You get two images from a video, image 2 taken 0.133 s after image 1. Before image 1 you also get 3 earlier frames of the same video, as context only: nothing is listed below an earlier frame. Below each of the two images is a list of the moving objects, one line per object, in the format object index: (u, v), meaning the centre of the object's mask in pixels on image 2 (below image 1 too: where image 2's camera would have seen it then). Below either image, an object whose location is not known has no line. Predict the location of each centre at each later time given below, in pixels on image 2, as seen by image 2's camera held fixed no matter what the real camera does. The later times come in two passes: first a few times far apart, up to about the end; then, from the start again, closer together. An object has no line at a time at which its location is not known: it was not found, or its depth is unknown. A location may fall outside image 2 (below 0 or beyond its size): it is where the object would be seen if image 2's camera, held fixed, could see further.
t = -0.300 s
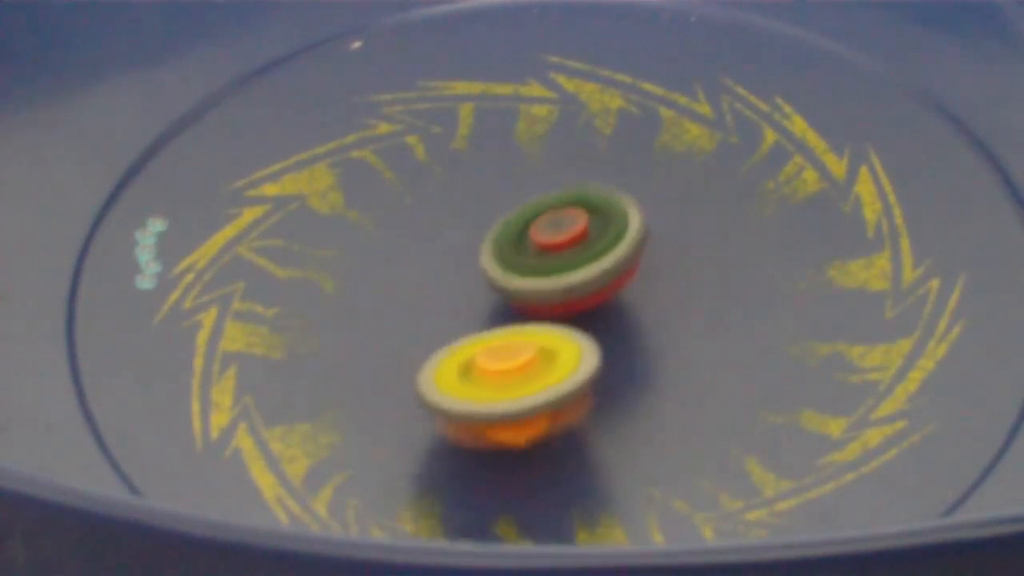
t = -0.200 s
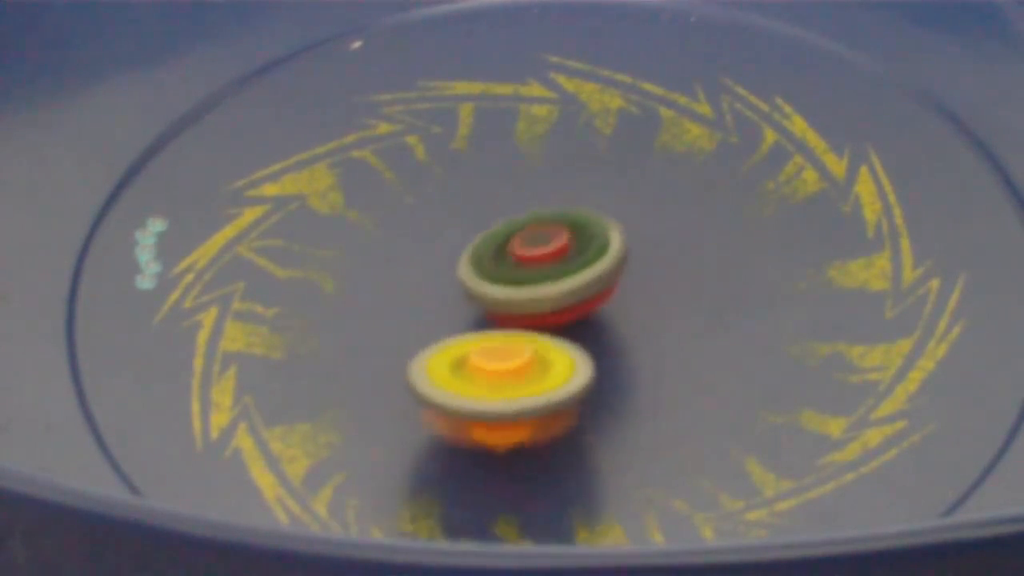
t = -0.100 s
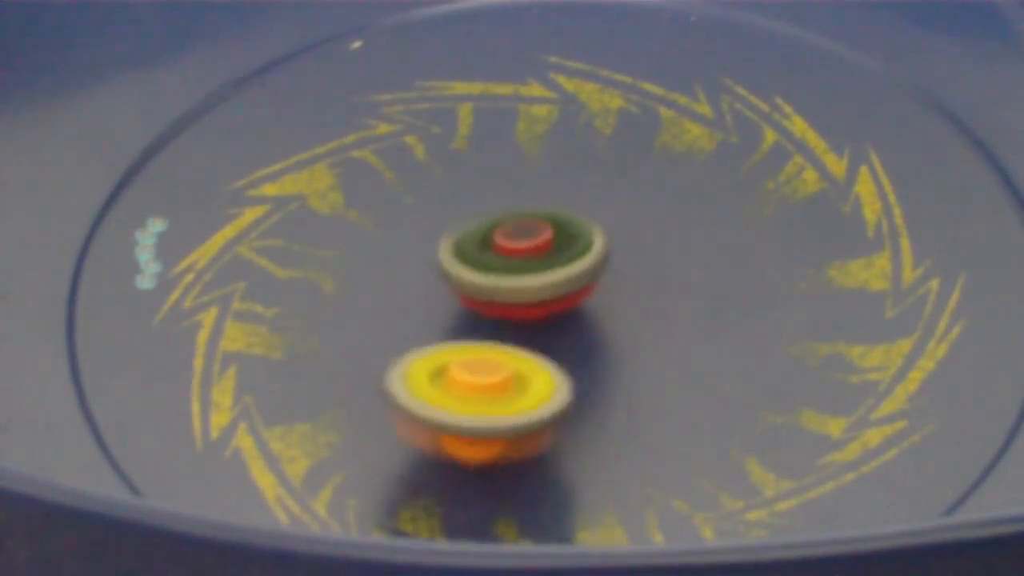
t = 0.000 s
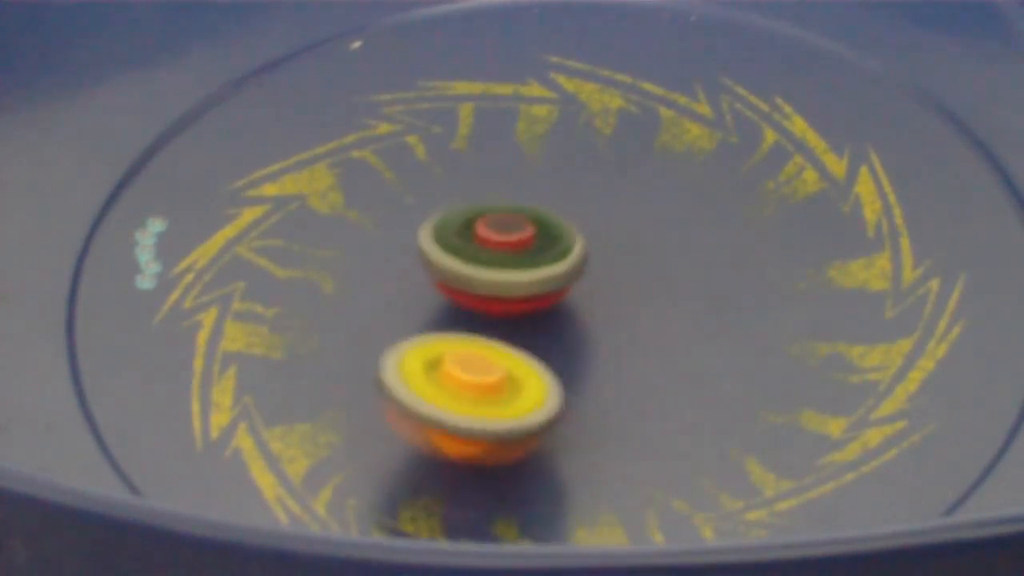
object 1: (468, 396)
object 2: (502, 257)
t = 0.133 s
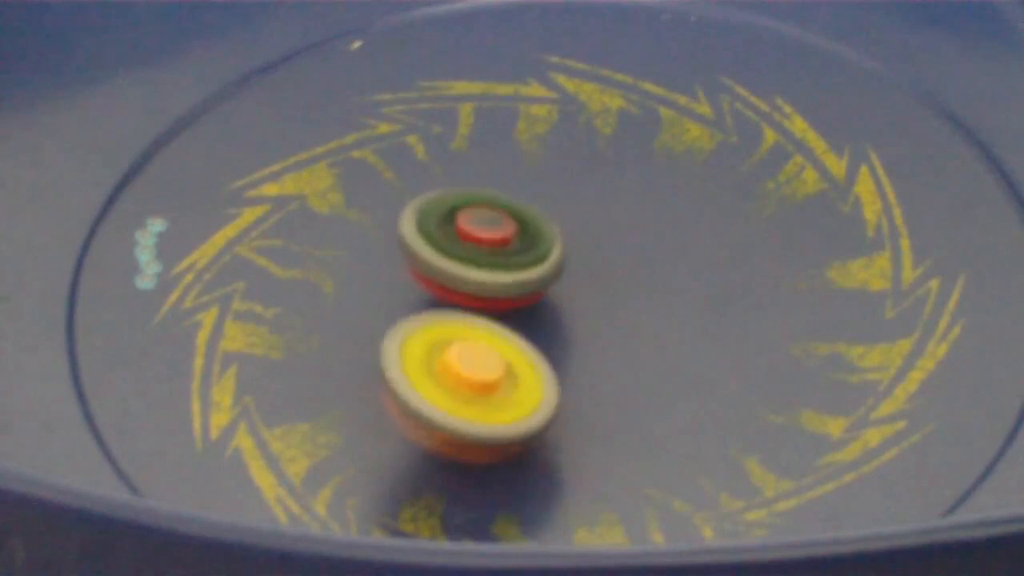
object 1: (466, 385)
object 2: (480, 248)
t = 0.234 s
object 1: (473, 374)
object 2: (476, 239)
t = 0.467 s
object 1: (504, 356)
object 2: (479, 220)
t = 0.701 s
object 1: (537, 358)
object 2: (499, 229)
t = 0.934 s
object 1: (550, 381)
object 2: (510, 260)
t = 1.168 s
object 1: (527, 410)
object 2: (484, 261)
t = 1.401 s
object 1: (506, 398)
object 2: (471, 255)
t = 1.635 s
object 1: (517, 371)
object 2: (470, 241)
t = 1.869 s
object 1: (550, 356)
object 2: (477, 244)
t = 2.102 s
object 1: (566, 368)
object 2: (487, 265)
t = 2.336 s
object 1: (567, 388)
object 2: (474, 276)
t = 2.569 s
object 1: (547, 391)
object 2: (466, 269)
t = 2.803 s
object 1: (544, 375)
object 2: (484, 238)
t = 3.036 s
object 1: (558, 372)
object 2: (534, 206)
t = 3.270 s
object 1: (562, 368)
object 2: (566, 210)
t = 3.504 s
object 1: (568, 376)
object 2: (519, 240)
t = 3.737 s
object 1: (561, 373)
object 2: (462, 232)
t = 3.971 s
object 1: (561, 361)
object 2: (458, 213)
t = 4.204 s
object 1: (571, 348)
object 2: (477, 217)
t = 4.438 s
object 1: (584, 356)
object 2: (484, 256)
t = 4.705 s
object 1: (578, 359)
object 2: (475, 257)
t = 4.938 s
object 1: (571, 350)
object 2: (477, 243)
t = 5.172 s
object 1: (566, 348)
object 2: (499, 239)
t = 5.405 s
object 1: (496, 402)
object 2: (573, 249)
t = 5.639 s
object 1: (504, 399)
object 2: (526, 287)
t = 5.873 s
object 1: (463, 372)
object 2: (529, 258)
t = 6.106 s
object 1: (482, 349)
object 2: (616, 213)
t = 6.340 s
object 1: (533, 319)
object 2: (665, 234)
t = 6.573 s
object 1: (340, 339)
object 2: (794, 245)
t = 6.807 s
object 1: (343, 314)
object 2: (652, 289)
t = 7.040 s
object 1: (366, 300)
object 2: (507, 346)
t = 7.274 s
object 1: (363, 295)
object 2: (483, 374)
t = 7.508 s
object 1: (361, 293)
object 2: (482, 374)
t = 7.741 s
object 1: (361, 293)
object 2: (482, 374)
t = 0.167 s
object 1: (468, 382)
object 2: (478, 245)
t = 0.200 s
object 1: (469, 378)
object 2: (476, 242)
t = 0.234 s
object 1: (473, 374)
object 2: (476, 239)
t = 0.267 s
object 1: (476, 371)
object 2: (475, 235)
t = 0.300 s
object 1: (481, 367)
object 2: (475, 231)
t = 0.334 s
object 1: (485, 364)
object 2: (475, 228)
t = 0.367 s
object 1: (489, 361)
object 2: (476, 226)
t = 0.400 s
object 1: (494, 359)
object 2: (477, 223)
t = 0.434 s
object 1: (499, 358)
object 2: (478, 222)
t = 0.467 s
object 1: (504, 356)
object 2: (479, 220)
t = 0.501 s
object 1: (509, 355)
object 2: (480, 220)
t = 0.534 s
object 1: (514, 355)
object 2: (483, 220)
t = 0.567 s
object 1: (519, 355)
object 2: (486, 221)
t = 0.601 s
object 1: (524, 355)
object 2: (489, 222)
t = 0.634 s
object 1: (529, 356)
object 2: (492, 224)
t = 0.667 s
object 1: (533, 357)
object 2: (495, 226)
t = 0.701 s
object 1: (537, 358)
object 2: (499, 229)
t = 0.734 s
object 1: (540, 360)
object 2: (501, 232)
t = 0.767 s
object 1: (544, 365)
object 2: (504, 235)
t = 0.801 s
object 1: (547, 368)
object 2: (507, 239)
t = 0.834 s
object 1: (549, 372)
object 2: (509, 245)
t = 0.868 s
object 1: (550, 375)
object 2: (510, 249)
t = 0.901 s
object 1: (551, 378)
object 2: (510, 254)
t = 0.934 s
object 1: (550, 381)
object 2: (510, 260)
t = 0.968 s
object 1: (549, 384)
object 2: (509, 265)
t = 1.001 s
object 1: (547, 386)
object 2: (506, 270)
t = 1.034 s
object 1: (544, 390)
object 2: (503, 274)
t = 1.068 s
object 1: (539, 401)
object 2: (499, 269)
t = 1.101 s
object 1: (534, 408)
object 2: (493, 263)
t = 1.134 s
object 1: (530, 409)
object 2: (488, 261)
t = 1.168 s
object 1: (527, 410)
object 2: (484, 261)
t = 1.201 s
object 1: (523, 410)
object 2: (481, 261)
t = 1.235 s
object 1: (520, 410)
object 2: (478, 261)
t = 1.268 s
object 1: (516, 409)
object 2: (476, 260)
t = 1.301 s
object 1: (513, 407)
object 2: (474, 260)
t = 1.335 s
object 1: (510, 404)
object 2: (473, 259)
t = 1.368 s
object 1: (507, 402)
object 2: (472, 257)
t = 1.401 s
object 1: (506, 398)
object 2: (471, 255)
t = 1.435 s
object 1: (505, 395)
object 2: (471, 254)
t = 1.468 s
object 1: (505, 391)
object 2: (471, 252)
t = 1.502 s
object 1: (506, 388)
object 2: (471, 250)
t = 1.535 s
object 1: (507, 385)
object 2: (471, 248)
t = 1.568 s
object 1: (510, 380)
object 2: (471, 245)
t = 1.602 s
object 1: (513, 376)
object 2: (470, 243)
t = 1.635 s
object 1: (517, 371)
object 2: (470, 241)
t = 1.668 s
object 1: (522, 366)
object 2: (470, 240)
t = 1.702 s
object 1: (527, 364)
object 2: (469, 240)
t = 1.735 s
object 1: (532, 360)
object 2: (469, 240)
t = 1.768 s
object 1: (537, 357)
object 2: (471, 240)
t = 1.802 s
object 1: (542, 358)
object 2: (472, 241)
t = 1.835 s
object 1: (546, 357)
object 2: (476, 242)
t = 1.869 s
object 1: (550, 356)
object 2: (477, 244)
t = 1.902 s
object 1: (556, 356)
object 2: (478, 247)
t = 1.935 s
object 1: (561, 356)
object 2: (481, 250)
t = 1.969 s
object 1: (564, 360)
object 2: (482, 253)
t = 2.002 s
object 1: (567, 366)
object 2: (485, 256)
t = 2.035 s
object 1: (566, 367)
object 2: (486, 259)
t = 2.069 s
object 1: (565, 368)
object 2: (486, 261)
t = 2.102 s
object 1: (566, 368)
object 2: (487, 265)
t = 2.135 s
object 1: (569, 374)
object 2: (486, 268)
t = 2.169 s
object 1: (571, 376)
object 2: (485, 271)
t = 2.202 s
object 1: (571, 379)
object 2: (483, 273)
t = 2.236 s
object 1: (572, 381)
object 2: (481, 275)
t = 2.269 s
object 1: (571, 384)
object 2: (478, 275)
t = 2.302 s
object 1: (569, 386)
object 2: (476, 276)
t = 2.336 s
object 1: (567, 388)
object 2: (474, 276)
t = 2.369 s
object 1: (564, 389)
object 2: (473, 276)
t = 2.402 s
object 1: (562, 390)
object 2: (471, 276)
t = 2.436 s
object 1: (558, 391)
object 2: (470, 276)
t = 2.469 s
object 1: (554, 390)
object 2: (469, 275)
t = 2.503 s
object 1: (551, 389)
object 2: (468, 274)
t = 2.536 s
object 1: (549, 388)
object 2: (468, 272)
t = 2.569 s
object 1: (547, 391)
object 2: (466, 269)
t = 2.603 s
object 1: (547, 394)
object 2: (466, 263)
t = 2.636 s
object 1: (546, 394)
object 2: (466, 258)
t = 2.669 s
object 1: (544, 391)
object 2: (469, 253)
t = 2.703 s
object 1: (543, 388)
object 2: (471, 249)
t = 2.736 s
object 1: (543, 385)
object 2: (475, 245)
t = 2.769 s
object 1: (544, 381)
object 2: (479, 241)
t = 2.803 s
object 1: (544, 375)
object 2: (484, 238)
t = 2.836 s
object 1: (546, 370)
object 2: (489, 234)
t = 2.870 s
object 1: (550, 360)
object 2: (495, 232)
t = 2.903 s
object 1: (552, 356)
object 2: (503, 229)
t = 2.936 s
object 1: (555, 350)
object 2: (509, 228)
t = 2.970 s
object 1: (559, 358)
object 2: (518, 223)
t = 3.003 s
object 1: (560, 366)
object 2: (526, 214)
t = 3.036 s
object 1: (558, 372)
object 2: (534, 206)
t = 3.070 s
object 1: (555, 374)
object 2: (542, 201)
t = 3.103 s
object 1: (554, 371)
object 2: (550, 196)
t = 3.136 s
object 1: (555, 369)
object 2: (558, 197)
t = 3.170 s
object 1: (557, 368)
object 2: (566, 201)
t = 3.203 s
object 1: (559, 368)
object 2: (569, 203)
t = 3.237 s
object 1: (560, 367)
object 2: (568, 206)
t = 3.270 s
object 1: (562, 368)
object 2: (566, 210)
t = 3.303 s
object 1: (563, 366)
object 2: (565, 215)
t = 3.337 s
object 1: (565, 371)
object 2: (560, 219)
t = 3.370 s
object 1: (567, 372)
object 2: (555, 225)
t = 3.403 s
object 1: (567, 373)
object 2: (546, 230)
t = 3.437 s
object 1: (569, 374)
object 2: (539, 234)
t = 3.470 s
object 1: (569, 375)
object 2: (529, 237)
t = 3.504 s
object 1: (568, 376)
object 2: (519, 240)
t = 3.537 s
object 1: (568, 376)
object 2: (510, 242)
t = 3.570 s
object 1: (567, 376)
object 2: (500, 242)
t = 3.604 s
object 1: (566, 377)
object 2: (490, 242)
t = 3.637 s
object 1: (565, 376)
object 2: (481, 241)
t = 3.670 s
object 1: (563, 375)
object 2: (474, 238)
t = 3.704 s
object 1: (562, 375)
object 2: (467, 235)
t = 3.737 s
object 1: (561, 373)
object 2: (462, 232)
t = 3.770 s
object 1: (560, 372)
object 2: (459, 229)
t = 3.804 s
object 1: (560, 371)
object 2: (456, 225)
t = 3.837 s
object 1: (559, 369)
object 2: (456, 222)
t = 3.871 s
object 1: (560, 367)
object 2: (456, 219)
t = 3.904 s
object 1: (560, 365)
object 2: (456, 216)
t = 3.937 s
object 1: (560, 363)
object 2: (457, 215)
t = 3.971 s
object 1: (561, 361)
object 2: (458, 213)
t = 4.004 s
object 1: (562, 358)
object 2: (459, 213)
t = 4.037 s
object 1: (564, 356)
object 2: (461, 212)
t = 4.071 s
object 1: (565, 354)
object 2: (463, 212)
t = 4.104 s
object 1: (566, 352)
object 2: (466, 212)
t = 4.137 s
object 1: (568, 351)
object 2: (469, 213)
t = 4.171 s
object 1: (569, 349)
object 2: (473, 214)
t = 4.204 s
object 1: (571, 348)
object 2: (477, 217)
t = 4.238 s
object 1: (573, 348)
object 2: (480, 221)
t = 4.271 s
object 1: (574, 347)
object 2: (484, 225)
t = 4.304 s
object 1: (575, 347)
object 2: (487, 232)
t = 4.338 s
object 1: (577, 347)
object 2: (488, 238)
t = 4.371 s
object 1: (578, 349)
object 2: (489, 245)
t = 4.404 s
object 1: (581, 351)
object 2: (488, 252)
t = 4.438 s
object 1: (584, 356)
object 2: (484, 256)
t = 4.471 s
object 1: (584, 359)
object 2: (482, 257)
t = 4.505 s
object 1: (582, 359)
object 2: (480, 258)
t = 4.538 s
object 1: (582, 359)
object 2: (479, 258)
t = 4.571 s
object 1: (583, 360)
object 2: (477, 259)
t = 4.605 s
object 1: (581, 360)
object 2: (476, 259)
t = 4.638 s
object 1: (580, 360)
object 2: (476, 258)
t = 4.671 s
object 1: (579, 360)
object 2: (476, 257)
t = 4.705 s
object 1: (578, 359)
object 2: (475, 257)
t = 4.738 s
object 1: (577, 359)
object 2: (475, 255)
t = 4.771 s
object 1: (574, 358)
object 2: (475, 253)
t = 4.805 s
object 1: (572, 357)
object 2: (475, 250)
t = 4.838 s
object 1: (572, 355)
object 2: (475, 248)
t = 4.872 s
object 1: (572, 354)
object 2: (475, 246)
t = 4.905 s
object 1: (571, 352)
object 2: (476, 244)
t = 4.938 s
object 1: (571, 350)
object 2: (477, 243)
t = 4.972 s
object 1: (572, 348)
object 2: (479, 242)
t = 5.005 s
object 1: (573, 346)
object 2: (481, 242)
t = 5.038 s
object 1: (574, 343)
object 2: (485, 242)
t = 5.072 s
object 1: (574, 342)
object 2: (487, 241)
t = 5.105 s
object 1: (574, 340)
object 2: (489, 241)
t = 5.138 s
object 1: (573, 340)
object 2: (493, 241)
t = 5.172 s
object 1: (566, 348)
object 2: (499, 239)
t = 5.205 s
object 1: (553, 363)
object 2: (518, 233)
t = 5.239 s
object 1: (538, 372)
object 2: (535, 229)
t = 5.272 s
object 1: (527, 386)
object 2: (550, 230)
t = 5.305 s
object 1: (516, 397)
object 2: (563, 232)
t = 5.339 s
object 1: (506, 404)
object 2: (570, 236)
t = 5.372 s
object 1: (499, 406)
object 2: (573, 242)
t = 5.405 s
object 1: (496, 402)
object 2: (573, 249)
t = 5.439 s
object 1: (496, 400)
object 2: (571, 258)
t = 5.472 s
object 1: (498, 400)
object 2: (567, 264)
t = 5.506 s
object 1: (500, 399)
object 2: (561, 271)
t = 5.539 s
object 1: (503, 399)
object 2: (554, 277)
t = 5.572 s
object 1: (505, 399)
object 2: (545, 283)
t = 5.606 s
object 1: (508, 399)
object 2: (535, 286)
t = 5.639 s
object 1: (504, 399)
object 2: (526, 287)
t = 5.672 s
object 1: (495, 403)
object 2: (524, 285)
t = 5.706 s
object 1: (484, 400)
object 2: (523, 283)
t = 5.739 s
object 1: (477, 394)
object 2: (522, 281)
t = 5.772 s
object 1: (466, 387)
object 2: (523, 278)
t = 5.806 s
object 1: (461, 380)
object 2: (523, 270)
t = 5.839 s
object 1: (462, 375)
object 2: (525, 266)
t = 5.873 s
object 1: (463, 372)
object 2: (529, 258)
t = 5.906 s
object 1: (465, 367)
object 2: (538, 250)
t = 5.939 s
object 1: (463, 362)
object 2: (549, 241)
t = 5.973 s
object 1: (466, 356)
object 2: (559, 232)
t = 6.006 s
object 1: (469, 354)
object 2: (573, 226)
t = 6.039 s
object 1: (475, 357)
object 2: (588, 220)
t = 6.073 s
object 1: (477, 352)
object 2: (602, 216)
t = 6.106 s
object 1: (482, 349)
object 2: (616, 213)
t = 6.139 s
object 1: (492, 344)
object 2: (629, 213)
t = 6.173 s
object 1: (499, 341)
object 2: (639, 214)
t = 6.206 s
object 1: (509, 336)
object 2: (650, 215)
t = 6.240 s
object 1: (520, 333)
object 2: (655, 218)
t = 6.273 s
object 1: (524, 330)
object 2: (659, 223)
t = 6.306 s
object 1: (527, 324)
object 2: (663, 230)
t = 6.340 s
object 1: (533, 319)
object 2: (665, 234)
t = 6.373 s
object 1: (506, 322)
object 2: (688, 237)
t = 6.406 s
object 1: (463, 326)
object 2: (733, 238)
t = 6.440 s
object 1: (427, 333)
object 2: (767, 230)
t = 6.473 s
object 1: (397, 342)
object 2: (790, 232)
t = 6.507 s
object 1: (372, 345)
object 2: (800, 238)
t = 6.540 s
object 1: (351, 342)
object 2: (798, 241)
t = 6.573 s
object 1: (340, 339)
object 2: (794, 245)
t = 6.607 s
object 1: (333, 336)
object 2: (781, 251)
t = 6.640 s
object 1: (326, 333)
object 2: (768, 255)
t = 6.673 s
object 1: (323, 329)
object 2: (750, 262)
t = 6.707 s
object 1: (328, 325)
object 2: (725, 268)
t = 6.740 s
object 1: (332, 321)
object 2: (704, 274)
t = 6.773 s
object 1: (337, 318)
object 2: (679, 281)
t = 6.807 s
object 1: (343, 314)
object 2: (652, 289)
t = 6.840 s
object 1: (350, 311)
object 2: (626, 295)
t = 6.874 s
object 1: (359, 308)
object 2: (601, 303)
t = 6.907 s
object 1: (363, 305)
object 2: (578, 312)
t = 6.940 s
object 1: (366, 303)
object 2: (557, 321)
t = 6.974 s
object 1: (367, 302)
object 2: (538, 329)
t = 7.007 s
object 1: (366, 301)
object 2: (521, 338)
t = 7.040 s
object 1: (366, 300)
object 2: (507, 346)
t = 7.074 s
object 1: (365, 298)
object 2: (497, 354)
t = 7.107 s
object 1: (364, 297)
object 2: (492, 364)
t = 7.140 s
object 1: (364, 296)
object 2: (488, 369)
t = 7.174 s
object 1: (364, 296)
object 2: (484, 371)
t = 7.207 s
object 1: (363, 296)
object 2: (483, 372)
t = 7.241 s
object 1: (363, 295)
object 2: (482, 373)
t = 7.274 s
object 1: (363, 295)
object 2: (483, 374)
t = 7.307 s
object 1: (362, 294)
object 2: (482, 374)
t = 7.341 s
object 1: (362, 294)
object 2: (481, 374)
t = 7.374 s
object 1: (362, 294)
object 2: (481, 374)
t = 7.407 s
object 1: (362, 293)
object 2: (482, 374)
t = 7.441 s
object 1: (361, 293)
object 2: (482, 374)
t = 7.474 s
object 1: (361, 293)
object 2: (482, 374)
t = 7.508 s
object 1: (361, 293)
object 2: (482, 374)
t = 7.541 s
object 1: (361, 293)
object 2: (482, 374)
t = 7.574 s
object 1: (361, 293)
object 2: (482, 374)
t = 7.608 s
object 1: (361, 293)
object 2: (482, 374)
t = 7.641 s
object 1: (361, 293)
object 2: (482, 374)
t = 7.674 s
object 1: (361, 293)
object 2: (482, 374)
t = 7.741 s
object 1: (361, 293)
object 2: (482, 374)
